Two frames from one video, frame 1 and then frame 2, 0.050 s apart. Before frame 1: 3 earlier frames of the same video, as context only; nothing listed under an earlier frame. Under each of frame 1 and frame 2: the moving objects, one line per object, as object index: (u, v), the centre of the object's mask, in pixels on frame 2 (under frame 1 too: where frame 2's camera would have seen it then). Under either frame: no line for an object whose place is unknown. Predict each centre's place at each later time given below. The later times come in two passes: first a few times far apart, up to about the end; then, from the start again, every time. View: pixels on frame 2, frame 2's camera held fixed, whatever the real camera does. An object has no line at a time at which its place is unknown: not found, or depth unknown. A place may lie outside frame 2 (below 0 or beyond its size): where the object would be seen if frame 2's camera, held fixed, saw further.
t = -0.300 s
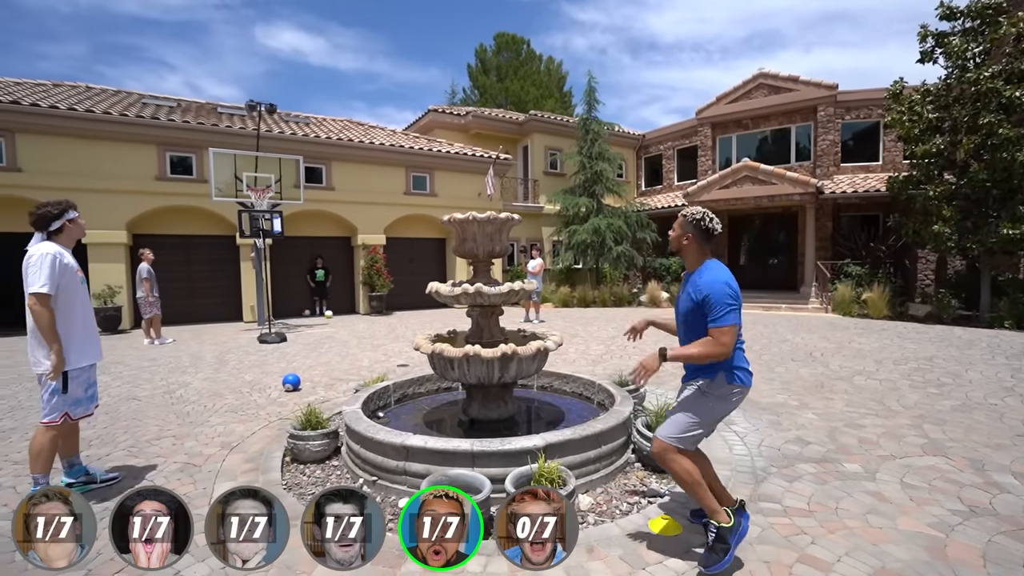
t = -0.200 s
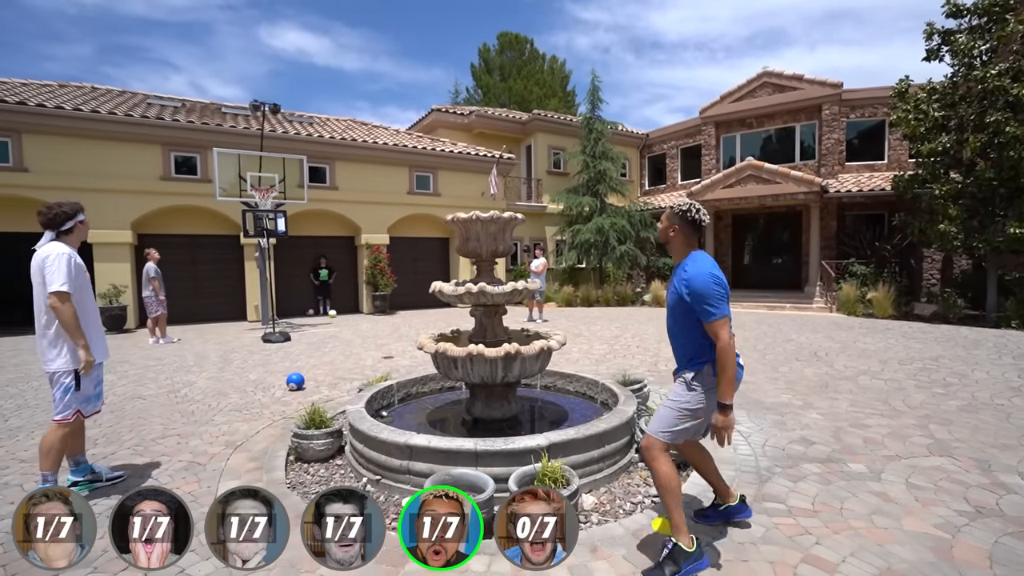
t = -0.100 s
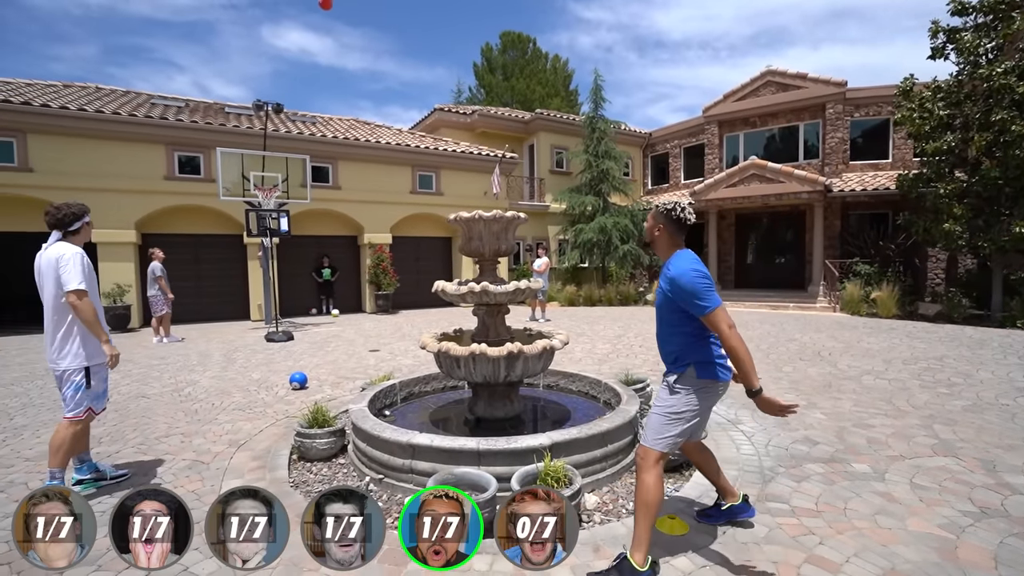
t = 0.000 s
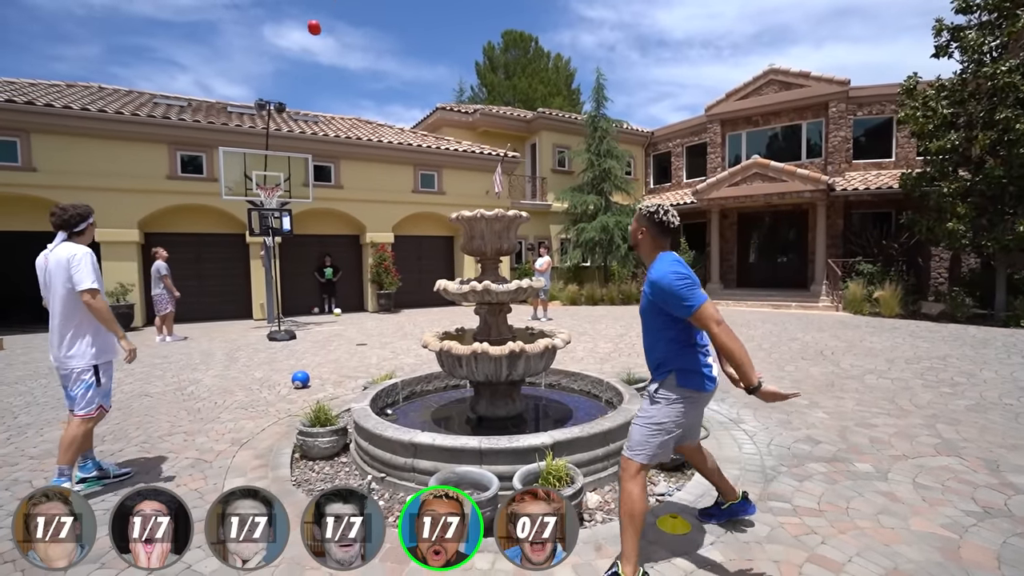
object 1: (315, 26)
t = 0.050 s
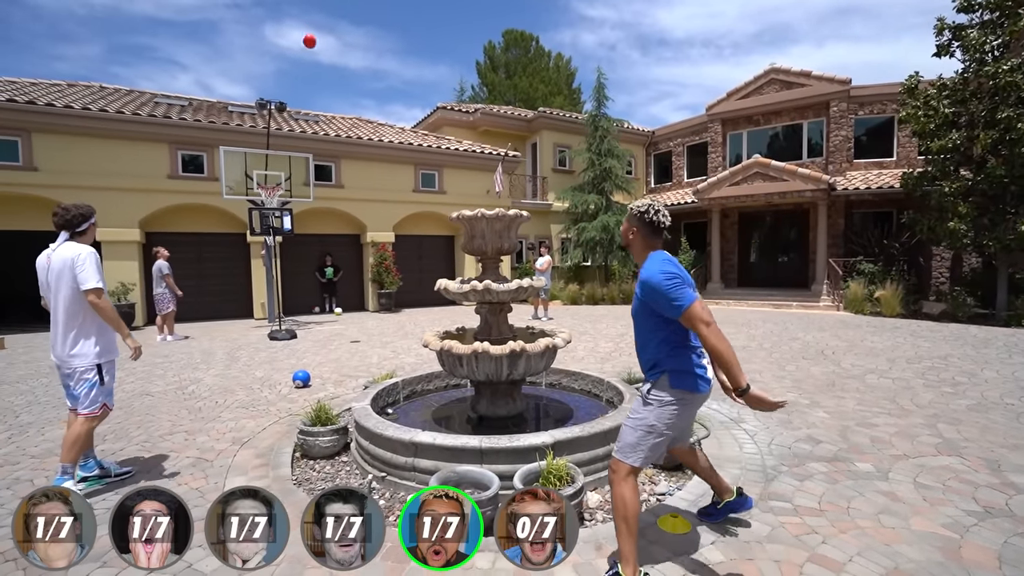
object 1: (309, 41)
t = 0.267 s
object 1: (290, 107)
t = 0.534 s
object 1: (277, 181)
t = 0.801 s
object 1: (314, 150)
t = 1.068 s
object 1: (358, 154)
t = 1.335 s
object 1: (411, 202)
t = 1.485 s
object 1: (445, 255)
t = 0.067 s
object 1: (308, 46)
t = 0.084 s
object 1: (306, 51)
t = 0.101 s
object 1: (305, 56)
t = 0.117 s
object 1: (303, 61)
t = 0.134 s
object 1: (301, 65)
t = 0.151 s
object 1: (300, 71)
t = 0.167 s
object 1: (298, 76)
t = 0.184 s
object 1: (297, 81)
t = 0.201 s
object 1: (295, 86)
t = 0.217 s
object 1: (294, 91)
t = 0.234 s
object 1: (292, 96)
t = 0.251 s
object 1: (291, 102)
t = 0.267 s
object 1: (290, 107)
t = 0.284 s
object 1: (289, 112)
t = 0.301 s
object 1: (288, 117)
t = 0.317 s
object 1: (287, 123)
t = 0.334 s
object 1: (285, 128)
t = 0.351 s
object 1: (284, 133)
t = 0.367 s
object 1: (282, 138)
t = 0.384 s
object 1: (282, 144)
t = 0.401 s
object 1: (281, 150)
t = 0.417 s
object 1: (279, 155)
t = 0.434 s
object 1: (279, 161)
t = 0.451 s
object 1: (277, 166)
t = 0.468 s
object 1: (276, 171)
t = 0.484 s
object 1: (276, 177)
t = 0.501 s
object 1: (275, 182)
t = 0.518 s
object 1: (275, 184)
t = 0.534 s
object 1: (277, 181)
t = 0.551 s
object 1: (279, 179)
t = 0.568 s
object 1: (281, 176)
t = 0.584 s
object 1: (284, 173)
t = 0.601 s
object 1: (286, 171)
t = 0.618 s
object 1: (288, 168)
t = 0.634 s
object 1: (291, 166)
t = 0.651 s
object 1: (293, 164)
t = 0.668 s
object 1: (295, 162)
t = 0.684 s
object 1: (297, 160)
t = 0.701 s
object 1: (300, 158)
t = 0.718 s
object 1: (302, 156)
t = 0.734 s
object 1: (304, 155)
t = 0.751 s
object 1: (307, 154)
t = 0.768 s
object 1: (309, 153)
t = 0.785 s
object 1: (312, 151)
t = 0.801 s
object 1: (314, 150)
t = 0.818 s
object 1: (317, 149)
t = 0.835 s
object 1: (319, 149)
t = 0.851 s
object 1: (322, 148)
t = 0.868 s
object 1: (325, 147)
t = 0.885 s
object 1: (327, 146)
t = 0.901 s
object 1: (330, 147)
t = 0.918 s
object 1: (333, 147)
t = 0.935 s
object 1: (335, 147)
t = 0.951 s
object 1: (338, 147)
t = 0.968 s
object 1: (341, 147)
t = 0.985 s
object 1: (344, 148)
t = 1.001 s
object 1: (347, 148)
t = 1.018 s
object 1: (350, 150)
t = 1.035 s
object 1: (352, 151)
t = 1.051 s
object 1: (356, 152)
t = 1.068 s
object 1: (358, 154)
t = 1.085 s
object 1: (362, 155)
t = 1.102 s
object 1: (365, 157)
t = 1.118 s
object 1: (368, 159)
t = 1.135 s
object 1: (370, 161)
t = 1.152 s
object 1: (374, 163)
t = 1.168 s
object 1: (377, 166)
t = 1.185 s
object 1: (381, 169)
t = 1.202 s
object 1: (384, 172)
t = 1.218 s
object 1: (387, 174)
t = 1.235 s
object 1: (390, 178)
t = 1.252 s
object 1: (394, 182)
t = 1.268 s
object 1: (397, 185)
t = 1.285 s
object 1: (401, 189)
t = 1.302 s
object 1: (405, 193)
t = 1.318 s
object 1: (408, 197)
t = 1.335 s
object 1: (411, 202)
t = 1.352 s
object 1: (415, 207)
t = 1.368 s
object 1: (419, 212)
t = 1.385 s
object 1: (422, 218)
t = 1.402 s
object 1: (426, 223)
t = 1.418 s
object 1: (430, 230)
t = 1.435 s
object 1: (434, 236)
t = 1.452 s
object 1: (438, 242)
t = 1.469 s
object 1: (442, 248)
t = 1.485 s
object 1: (445, 255)
